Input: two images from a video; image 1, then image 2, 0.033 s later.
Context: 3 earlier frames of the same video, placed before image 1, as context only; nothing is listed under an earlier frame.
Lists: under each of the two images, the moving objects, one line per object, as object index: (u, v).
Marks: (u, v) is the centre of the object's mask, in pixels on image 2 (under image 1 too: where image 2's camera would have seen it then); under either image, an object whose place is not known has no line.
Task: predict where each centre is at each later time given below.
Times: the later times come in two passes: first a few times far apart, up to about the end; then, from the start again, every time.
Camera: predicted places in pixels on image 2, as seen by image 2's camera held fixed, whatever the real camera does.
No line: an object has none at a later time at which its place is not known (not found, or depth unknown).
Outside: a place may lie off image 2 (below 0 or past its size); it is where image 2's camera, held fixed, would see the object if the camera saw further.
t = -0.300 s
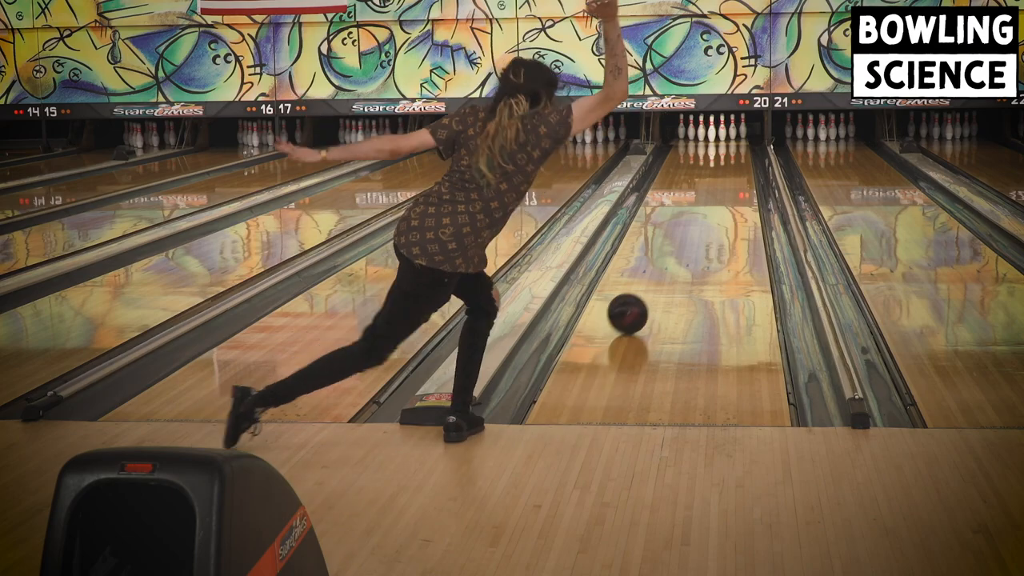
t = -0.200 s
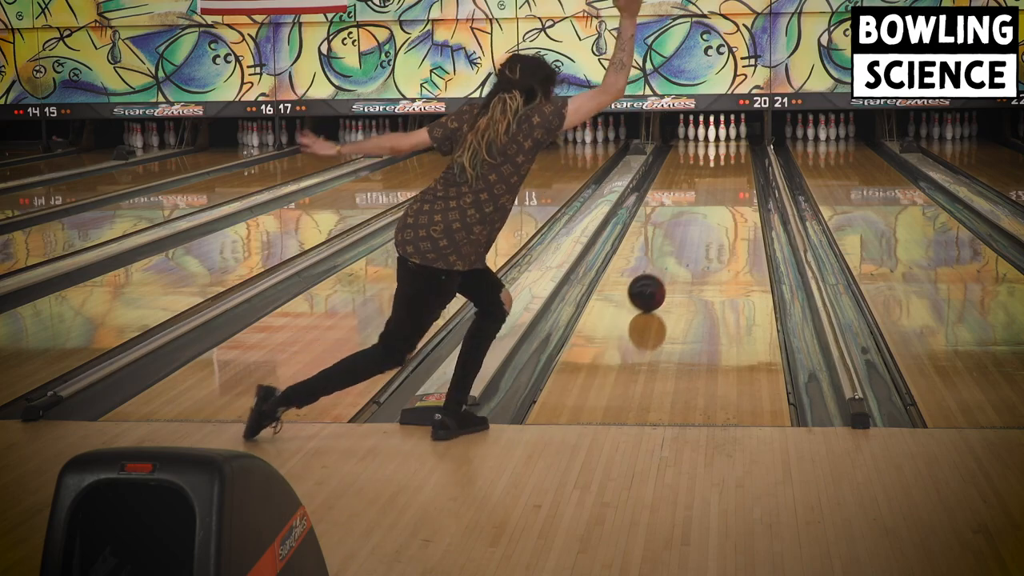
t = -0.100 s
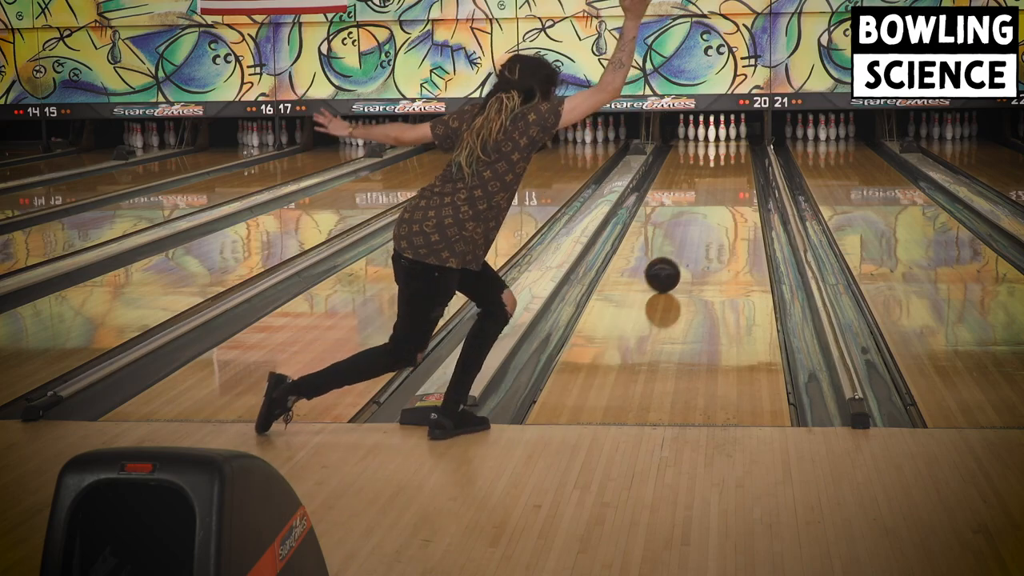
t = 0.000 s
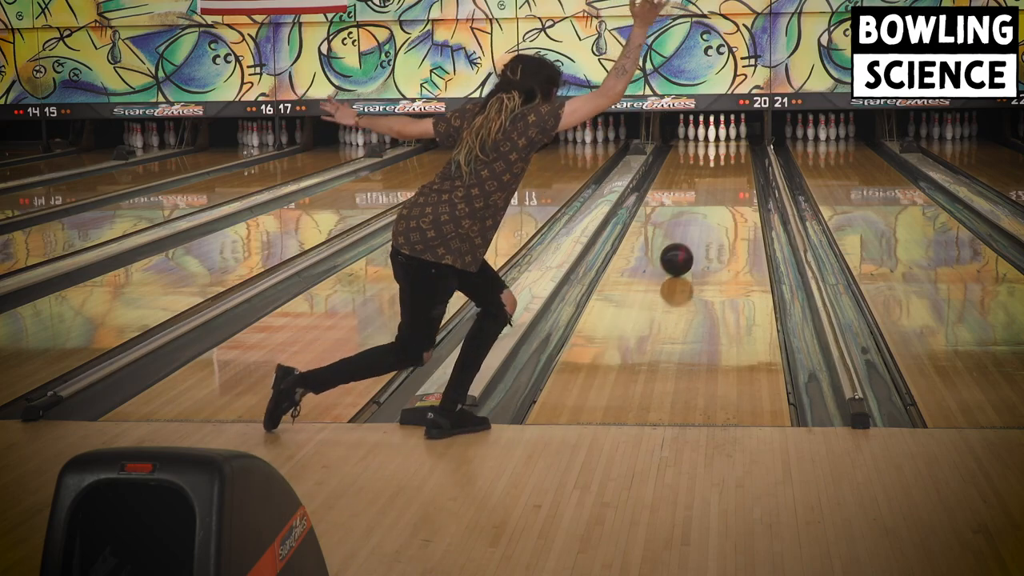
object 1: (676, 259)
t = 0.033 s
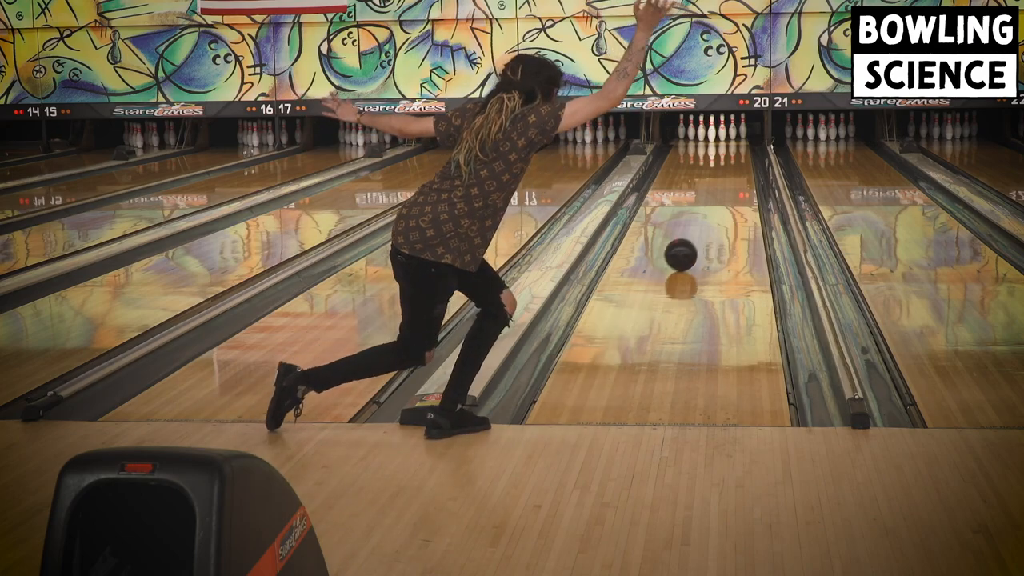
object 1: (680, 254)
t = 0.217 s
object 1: (700, 233)
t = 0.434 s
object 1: (718, 211)
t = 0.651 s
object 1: (730, 194)
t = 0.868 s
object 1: (736, 181)
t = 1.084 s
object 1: (739, 169)
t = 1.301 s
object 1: (738, 160)
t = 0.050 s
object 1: (683, 252)
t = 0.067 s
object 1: (685, 250)
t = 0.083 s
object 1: (687, 248)
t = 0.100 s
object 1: (688, 246)
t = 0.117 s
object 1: (690, 244)
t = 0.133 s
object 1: (692, 242)
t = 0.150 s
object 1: (694, 240)
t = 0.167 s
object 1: (695, 238)
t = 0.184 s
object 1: (697, 236)
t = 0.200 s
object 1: (699, 234)
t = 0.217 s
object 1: (700, 233)
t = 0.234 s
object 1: (702, 231)
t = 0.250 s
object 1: (704, 229)
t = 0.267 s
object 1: (705, 228)
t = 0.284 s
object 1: (706, 226)
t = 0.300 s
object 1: (708, 224)
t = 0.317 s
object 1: (709, 222)
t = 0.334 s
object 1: (710, 220)
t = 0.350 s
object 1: (712, 219)
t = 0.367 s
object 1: (713, 218)
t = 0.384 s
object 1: (715, 216)
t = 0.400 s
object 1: (716, 214)
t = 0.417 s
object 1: (717, 213)
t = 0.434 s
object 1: (718, 211)
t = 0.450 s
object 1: (719, 210)
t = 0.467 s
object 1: (720, 208)
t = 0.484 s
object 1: (721, 207)
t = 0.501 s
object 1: (722, 205)
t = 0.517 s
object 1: (723, 204)
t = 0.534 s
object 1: (724, 203)
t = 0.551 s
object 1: (725, 201)
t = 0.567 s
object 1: (726, 200)
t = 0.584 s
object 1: (726, 199)
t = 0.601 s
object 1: (727, 197)
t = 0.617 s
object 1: (728, 196)
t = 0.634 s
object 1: (729, 195)
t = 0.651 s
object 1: (730, 194)
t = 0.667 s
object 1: (730, 193)
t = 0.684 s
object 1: (731, 192)
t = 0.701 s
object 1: (732, 191)
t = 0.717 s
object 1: (732, 190)
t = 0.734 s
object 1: (733, 188)
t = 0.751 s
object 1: (733, 188)
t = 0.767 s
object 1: (734, 187)
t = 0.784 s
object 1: (734, 186)
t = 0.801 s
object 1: (735, 185)
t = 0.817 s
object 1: (736, 183)
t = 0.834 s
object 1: (736, 182)
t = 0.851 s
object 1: (736, 181)
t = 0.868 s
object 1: (736, 181)
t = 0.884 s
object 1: (737, 180)
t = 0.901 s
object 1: (737, 179)
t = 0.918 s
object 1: (737, 178)
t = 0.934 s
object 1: (738, 177)
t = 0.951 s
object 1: (738, 176)
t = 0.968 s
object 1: (738, 175)
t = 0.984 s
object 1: (738, 174)
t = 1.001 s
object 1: (739, 173)
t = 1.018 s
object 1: (739, 173)
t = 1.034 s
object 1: (739, 172)
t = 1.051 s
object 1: (739, 171)
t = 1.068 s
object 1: (739, 170)
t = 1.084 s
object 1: (739, 169)
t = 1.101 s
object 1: (739, 168)
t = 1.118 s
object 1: (739, 167)
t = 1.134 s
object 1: (739, 167)
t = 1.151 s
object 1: (739, 166)
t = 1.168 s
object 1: (739, 166)
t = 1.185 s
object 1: (739, 165)
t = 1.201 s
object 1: (739, 164)
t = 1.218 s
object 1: (739, 163)
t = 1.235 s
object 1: (739, 162)
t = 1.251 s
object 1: (739, 162)
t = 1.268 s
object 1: (739, 161)
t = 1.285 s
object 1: (739, 160)
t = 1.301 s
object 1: (738, 160)
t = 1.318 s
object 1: (738, 159)
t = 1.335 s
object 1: (738, 158)
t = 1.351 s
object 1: (738, 158)
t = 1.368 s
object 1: (737, 157)
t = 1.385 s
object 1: (737, 156)
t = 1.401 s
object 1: (737, 156)
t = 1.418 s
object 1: (736, 155)
